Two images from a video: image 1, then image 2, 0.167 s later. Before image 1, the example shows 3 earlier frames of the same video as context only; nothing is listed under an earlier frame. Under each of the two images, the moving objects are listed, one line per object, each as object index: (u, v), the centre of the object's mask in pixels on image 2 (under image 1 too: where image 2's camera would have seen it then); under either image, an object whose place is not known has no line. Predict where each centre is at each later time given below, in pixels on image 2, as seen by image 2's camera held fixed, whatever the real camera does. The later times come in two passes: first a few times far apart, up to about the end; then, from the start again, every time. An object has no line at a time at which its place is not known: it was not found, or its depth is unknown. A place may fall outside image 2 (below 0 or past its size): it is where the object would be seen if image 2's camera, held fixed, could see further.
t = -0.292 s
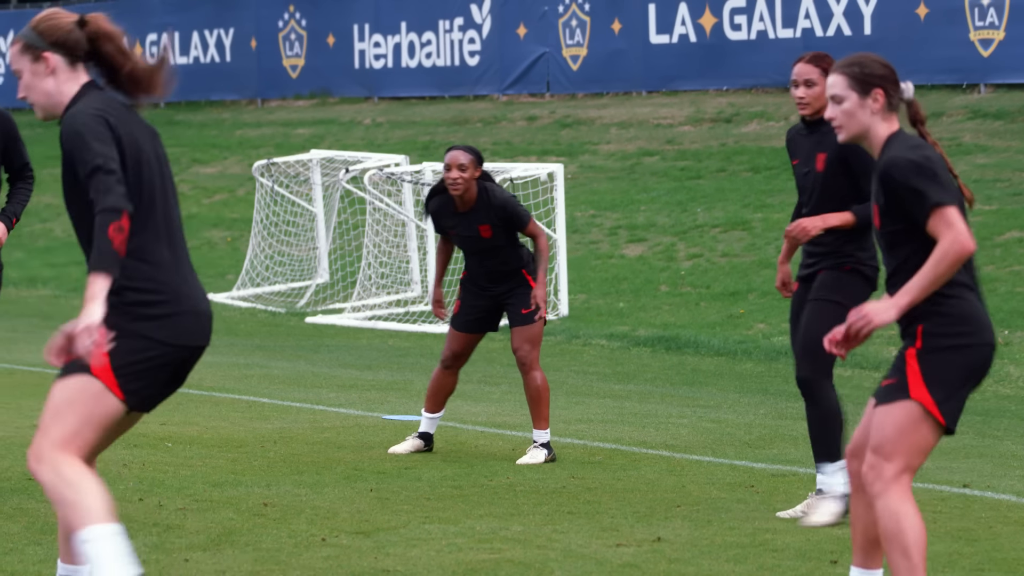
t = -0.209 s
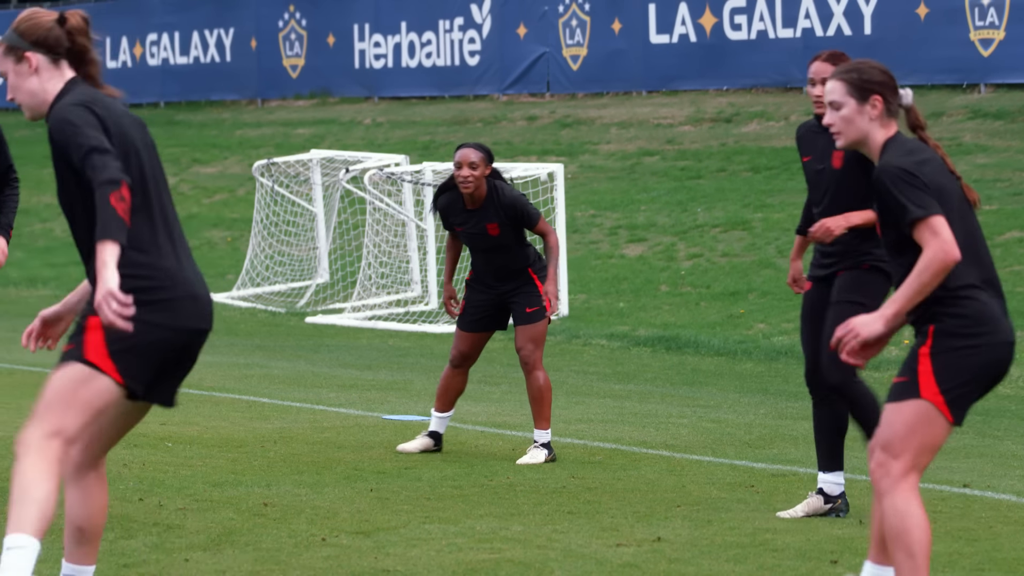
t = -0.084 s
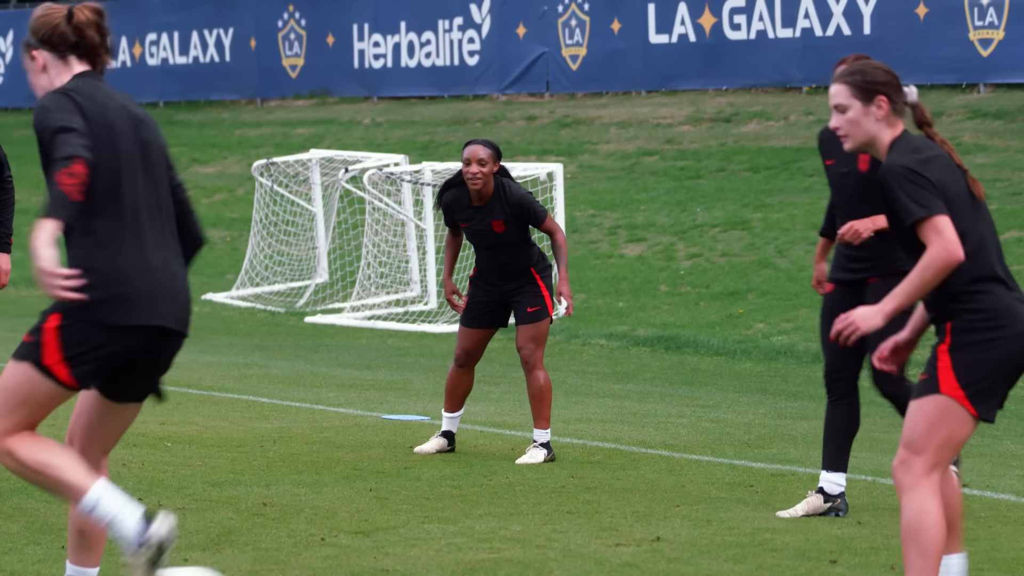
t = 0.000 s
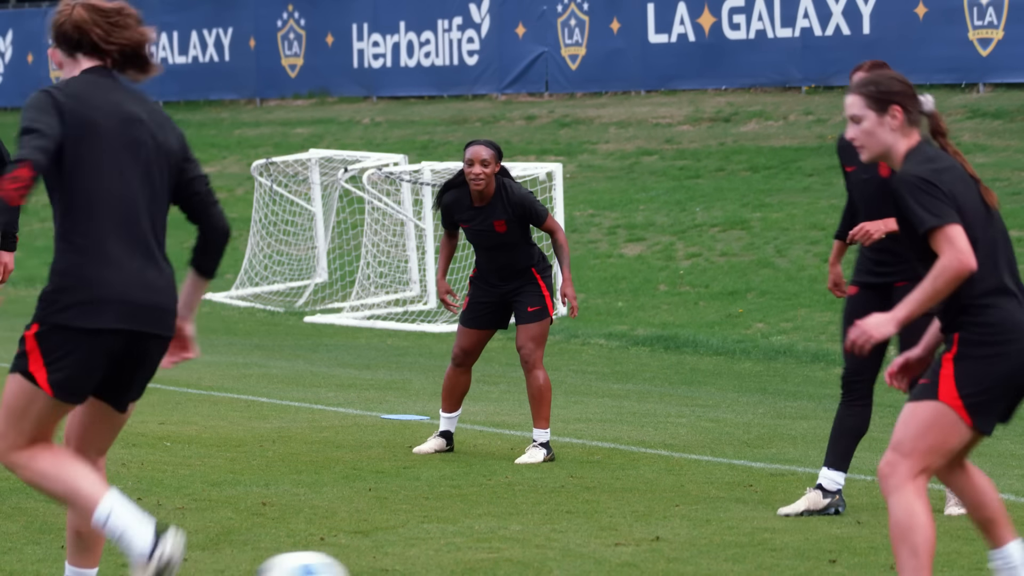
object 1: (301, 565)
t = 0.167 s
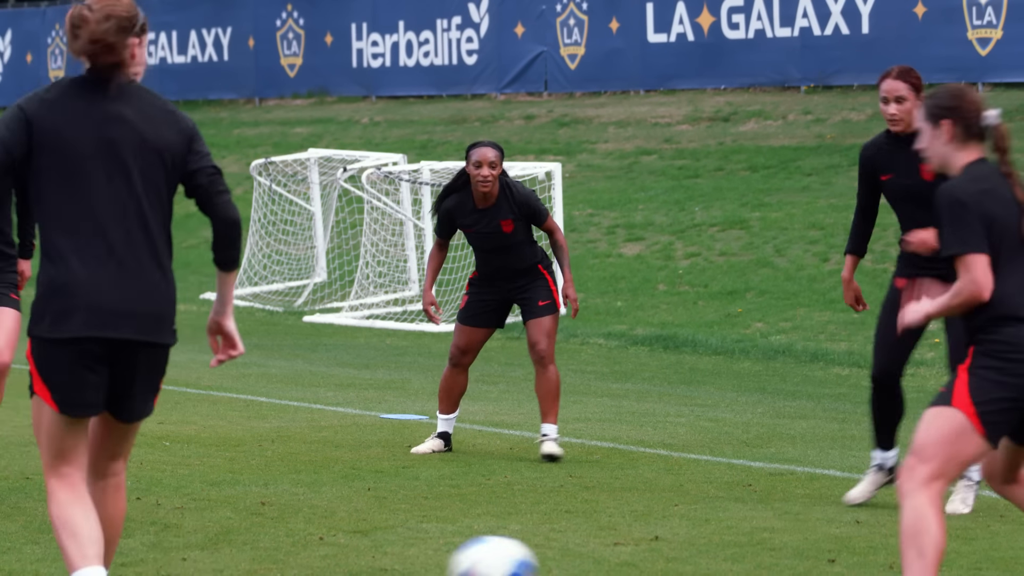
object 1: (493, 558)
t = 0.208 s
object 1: (534, 556)
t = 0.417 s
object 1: (706, 547)
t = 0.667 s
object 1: (880, 534)
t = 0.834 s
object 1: (981, 523)
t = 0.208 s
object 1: (534, 556)
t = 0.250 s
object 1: (572, 553)
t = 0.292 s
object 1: (607, 552)
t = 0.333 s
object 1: (641, 550)
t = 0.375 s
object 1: (674, 548)
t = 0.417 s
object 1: (706, 547)
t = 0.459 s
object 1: (737, 544)
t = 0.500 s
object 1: (767, 543)
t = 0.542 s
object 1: (796, 542)
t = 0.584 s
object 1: (824, 538)
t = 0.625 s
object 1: (852, 536)
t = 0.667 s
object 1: (880, 534)
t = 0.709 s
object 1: (906, 530)
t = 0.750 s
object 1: (931, 528)
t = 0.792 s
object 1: (956, 526)
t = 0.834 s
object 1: (981, 523)
